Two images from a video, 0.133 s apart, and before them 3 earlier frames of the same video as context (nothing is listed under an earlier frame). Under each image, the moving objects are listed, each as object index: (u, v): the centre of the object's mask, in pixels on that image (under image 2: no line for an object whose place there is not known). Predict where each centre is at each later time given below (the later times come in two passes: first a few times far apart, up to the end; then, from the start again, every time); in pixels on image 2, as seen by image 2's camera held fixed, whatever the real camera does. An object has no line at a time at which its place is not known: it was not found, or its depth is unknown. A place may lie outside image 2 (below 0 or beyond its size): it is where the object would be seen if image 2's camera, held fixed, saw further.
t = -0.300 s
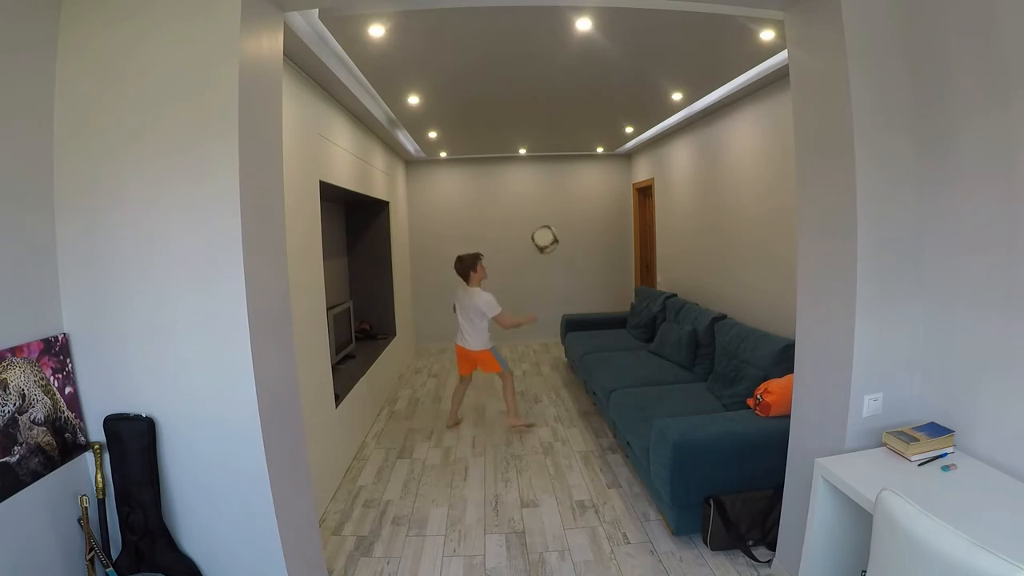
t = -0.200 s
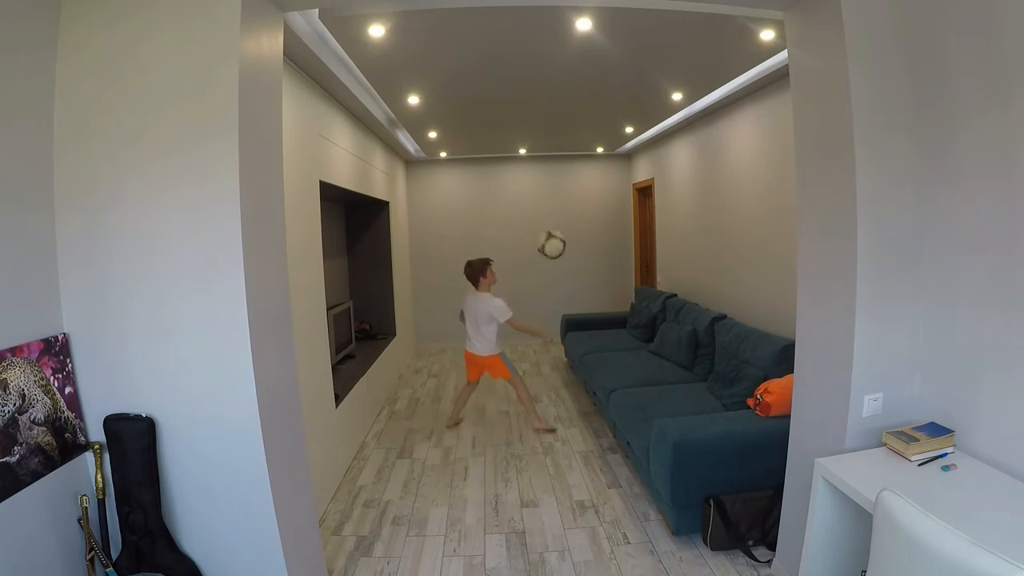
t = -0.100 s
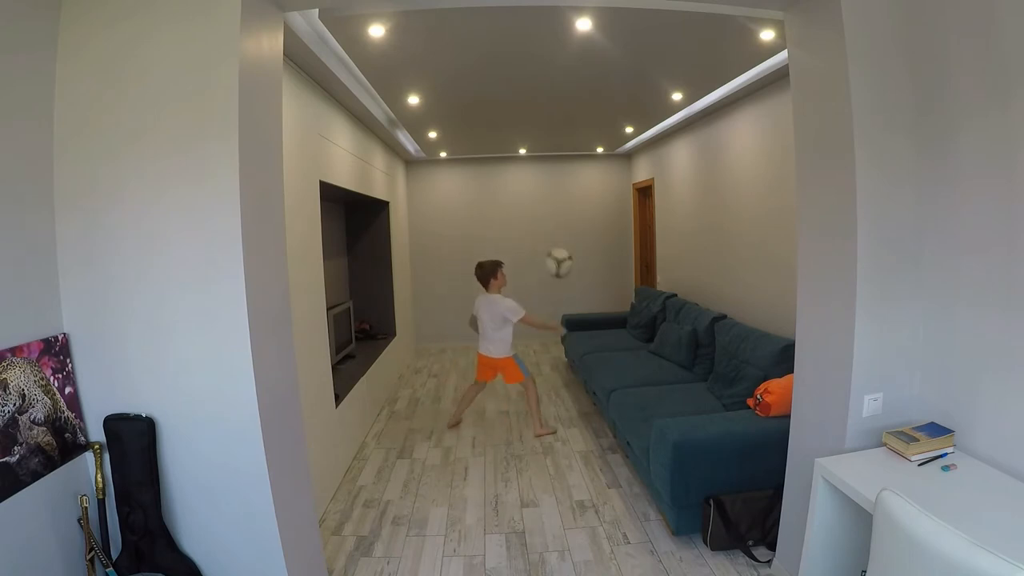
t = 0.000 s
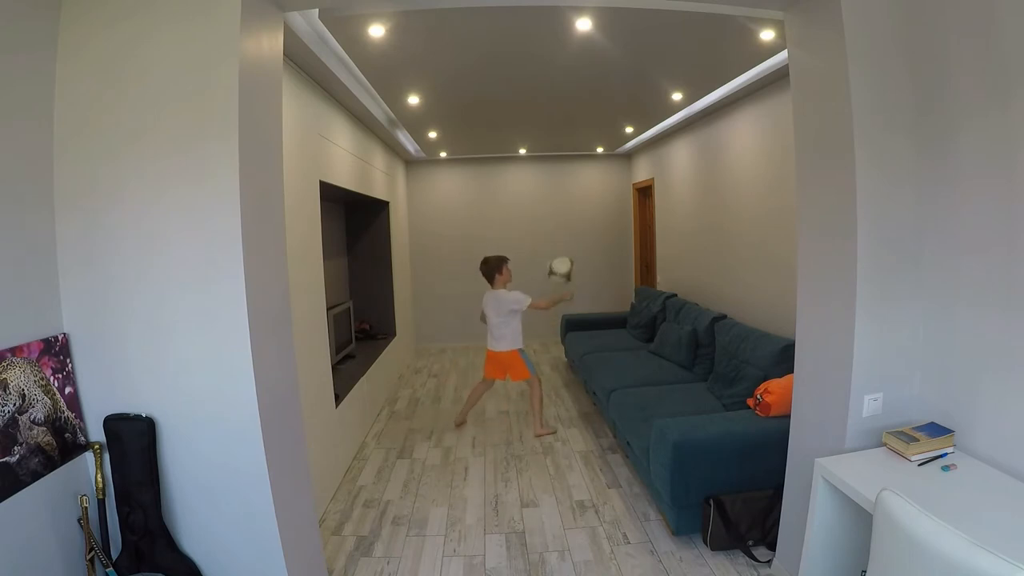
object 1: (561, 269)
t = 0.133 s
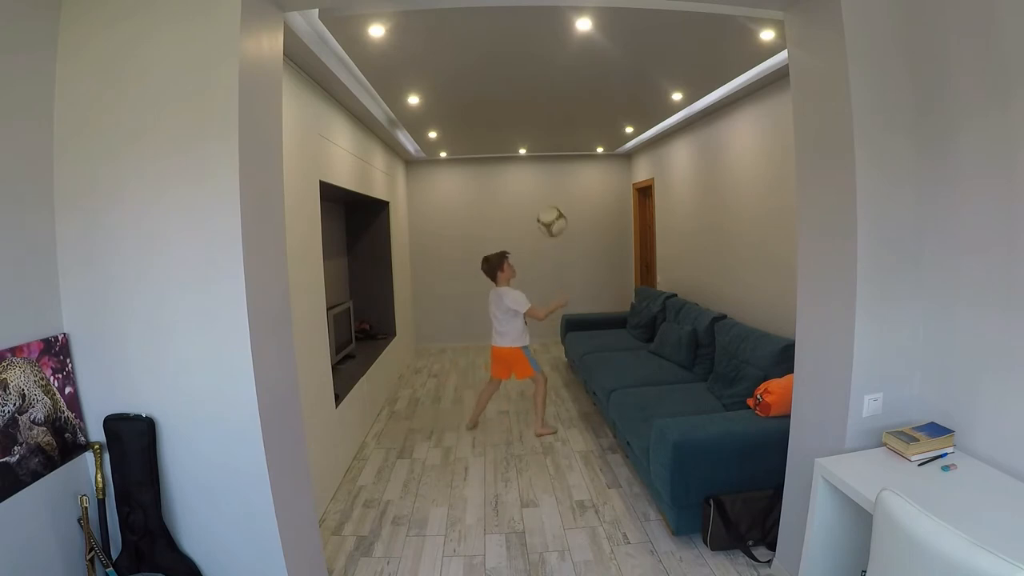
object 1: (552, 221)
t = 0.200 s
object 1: (547, 205)
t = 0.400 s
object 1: (534, 193)
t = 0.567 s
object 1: (524, 228)
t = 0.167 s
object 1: (548, 211)
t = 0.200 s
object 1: (547, 205)
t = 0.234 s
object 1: (545, 199)
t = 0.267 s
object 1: (542, 195)
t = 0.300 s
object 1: (540, 192)
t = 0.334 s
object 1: (538, 191)
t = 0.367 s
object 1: (537, 191)
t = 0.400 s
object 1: (534, 193)
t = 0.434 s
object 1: (532, 196)
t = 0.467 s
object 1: (529, 202)
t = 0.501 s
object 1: (528, 209)
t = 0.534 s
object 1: (526, 218)
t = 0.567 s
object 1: (524, 228)
